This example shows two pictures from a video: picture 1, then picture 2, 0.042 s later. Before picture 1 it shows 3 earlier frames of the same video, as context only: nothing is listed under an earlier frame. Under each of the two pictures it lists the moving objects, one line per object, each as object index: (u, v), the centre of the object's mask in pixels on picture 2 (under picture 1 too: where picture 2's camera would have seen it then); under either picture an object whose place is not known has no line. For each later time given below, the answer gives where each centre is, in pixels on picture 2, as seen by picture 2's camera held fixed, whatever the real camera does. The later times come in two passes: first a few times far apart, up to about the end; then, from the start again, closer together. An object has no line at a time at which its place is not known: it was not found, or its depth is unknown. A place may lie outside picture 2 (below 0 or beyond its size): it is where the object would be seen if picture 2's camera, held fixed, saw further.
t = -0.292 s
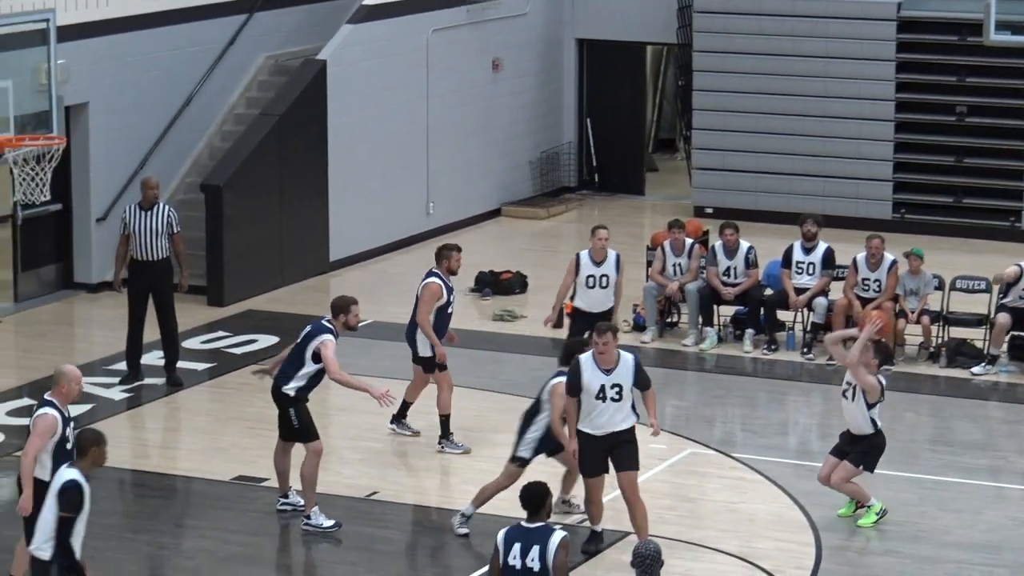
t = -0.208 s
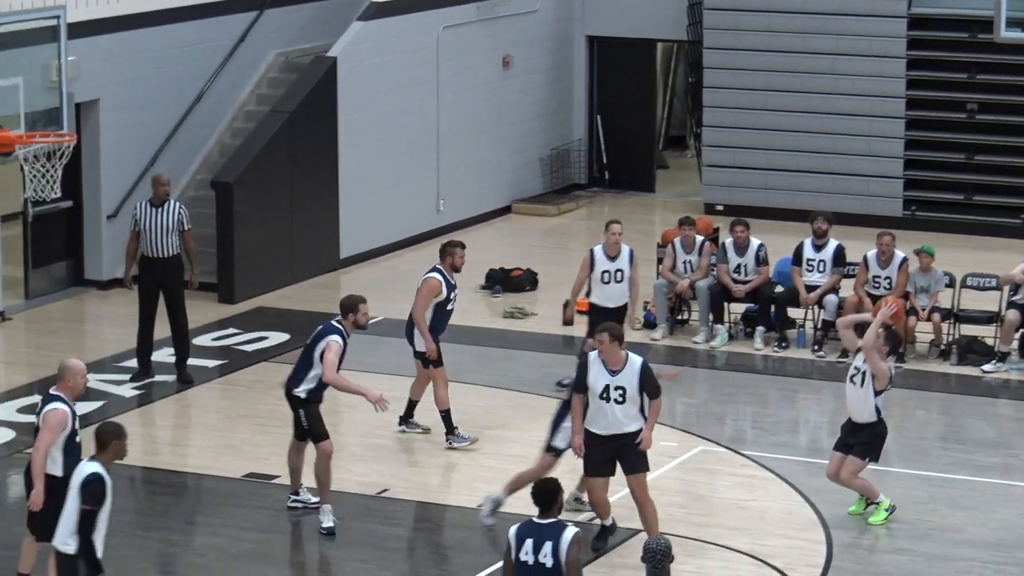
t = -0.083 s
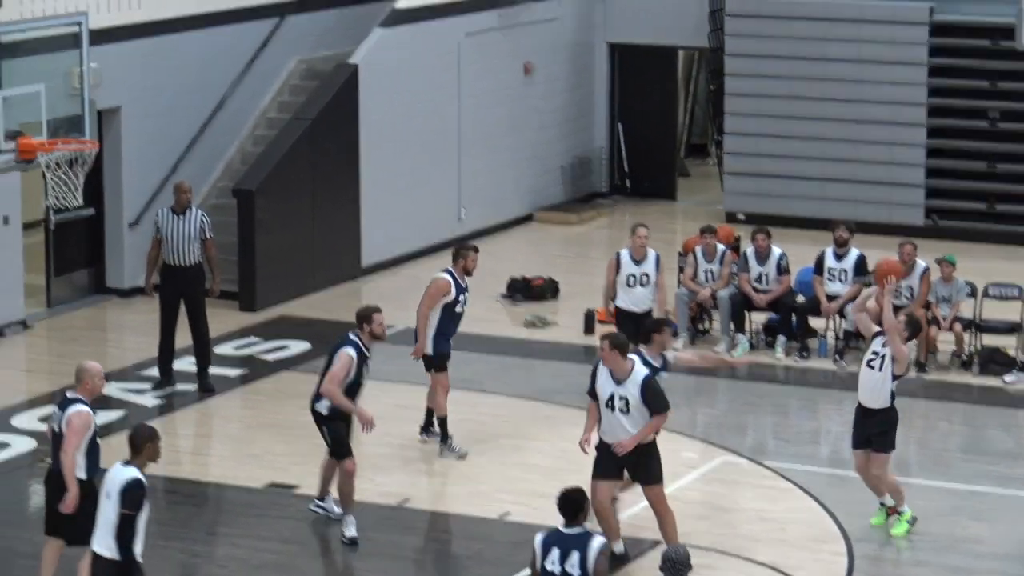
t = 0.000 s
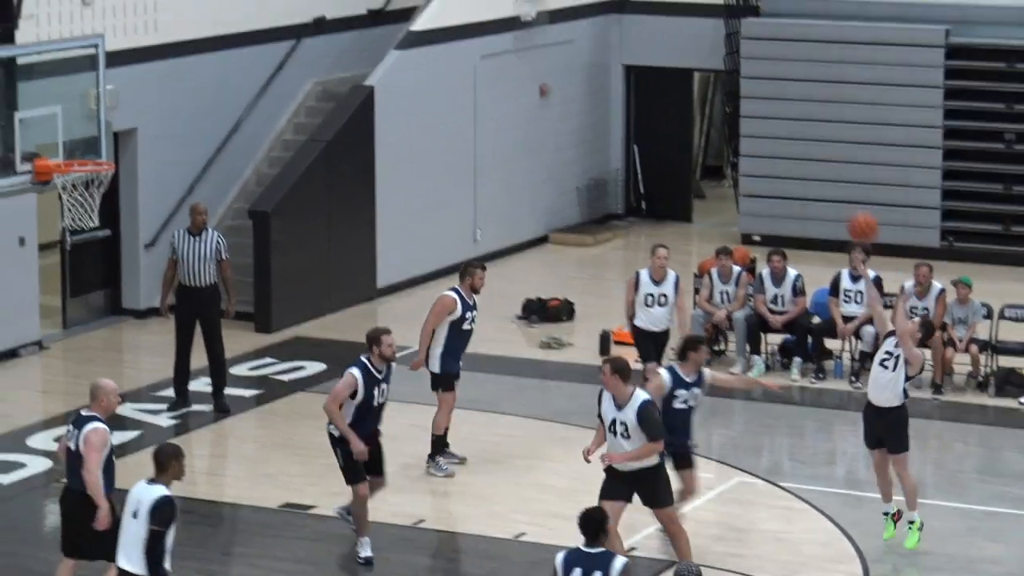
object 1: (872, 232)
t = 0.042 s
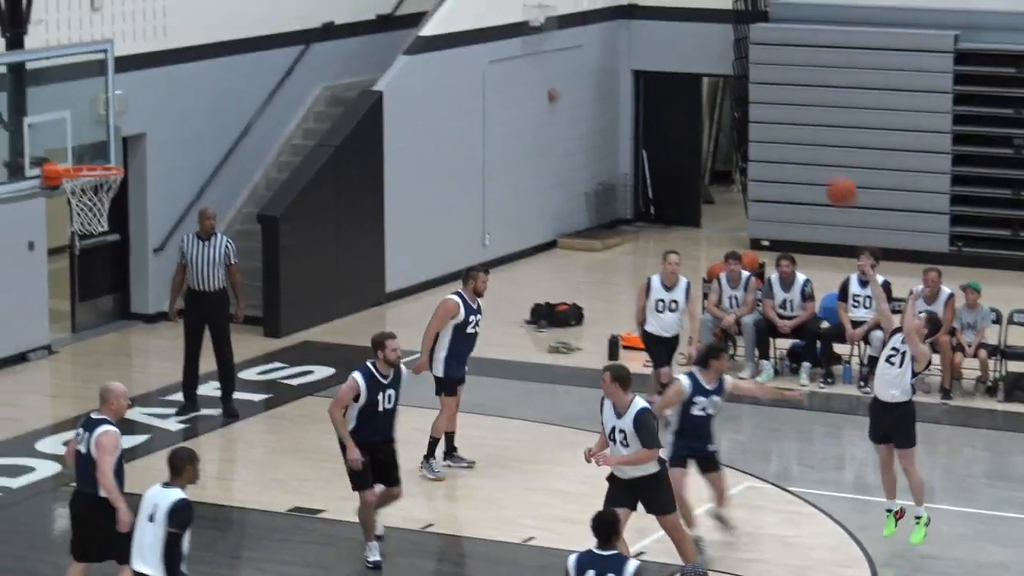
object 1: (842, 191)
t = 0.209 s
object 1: (740, 76)
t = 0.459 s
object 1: (591, -35)
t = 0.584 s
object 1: (521, -53)
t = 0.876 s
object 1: (343, -48)
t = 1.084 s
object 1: (225, 21)
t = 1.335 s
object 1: (83, 187)
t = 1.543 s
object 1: (49, 292)
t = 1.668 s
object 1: (35, 374)
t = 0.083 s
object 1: (822, 165)
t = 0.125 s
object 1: (791, 129)
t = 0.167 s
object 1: (771, 107)
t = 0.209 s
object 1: (740, 76)
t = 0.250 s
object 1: (721, 56)
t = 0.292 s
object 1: (690, 29)
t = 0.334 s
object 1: (671, 14)
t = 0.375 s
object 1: (641, -7)
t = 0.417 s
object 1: (621, -19)
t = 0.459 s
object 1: (591, -35)
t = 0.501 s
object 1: (572, -44)
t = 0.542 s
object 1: (542, -50)
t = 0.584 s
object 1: (521, -53)
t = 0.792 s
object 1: (393, -55)
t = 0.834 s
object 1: (373, -53)
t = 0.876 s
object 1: (343, -48)
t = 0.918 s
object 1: (323, -41)
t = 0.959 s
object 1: (293, -26)
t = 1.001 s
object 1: (273, -14)
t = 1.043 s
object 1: (244, 6)
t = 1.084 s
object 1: (225, 21)
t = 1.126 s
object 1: (194, 48)
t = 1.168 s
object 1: (175, 65)
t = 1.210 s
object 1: (145, 97)
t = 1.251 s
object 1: (127, 119)
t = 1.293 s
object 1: (96, 155)
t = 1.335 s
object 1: (83, 187)
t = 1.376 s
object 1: (69, 205)
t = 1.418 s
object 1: (64, 220)
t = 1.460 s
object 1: (59, 244)
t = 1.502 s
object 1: (56, 263)
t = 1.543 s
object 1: (49, 292)
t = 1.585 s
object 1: (45, 313)
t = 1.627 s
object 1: (39, 347)
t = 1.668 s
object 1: (35, 374)
